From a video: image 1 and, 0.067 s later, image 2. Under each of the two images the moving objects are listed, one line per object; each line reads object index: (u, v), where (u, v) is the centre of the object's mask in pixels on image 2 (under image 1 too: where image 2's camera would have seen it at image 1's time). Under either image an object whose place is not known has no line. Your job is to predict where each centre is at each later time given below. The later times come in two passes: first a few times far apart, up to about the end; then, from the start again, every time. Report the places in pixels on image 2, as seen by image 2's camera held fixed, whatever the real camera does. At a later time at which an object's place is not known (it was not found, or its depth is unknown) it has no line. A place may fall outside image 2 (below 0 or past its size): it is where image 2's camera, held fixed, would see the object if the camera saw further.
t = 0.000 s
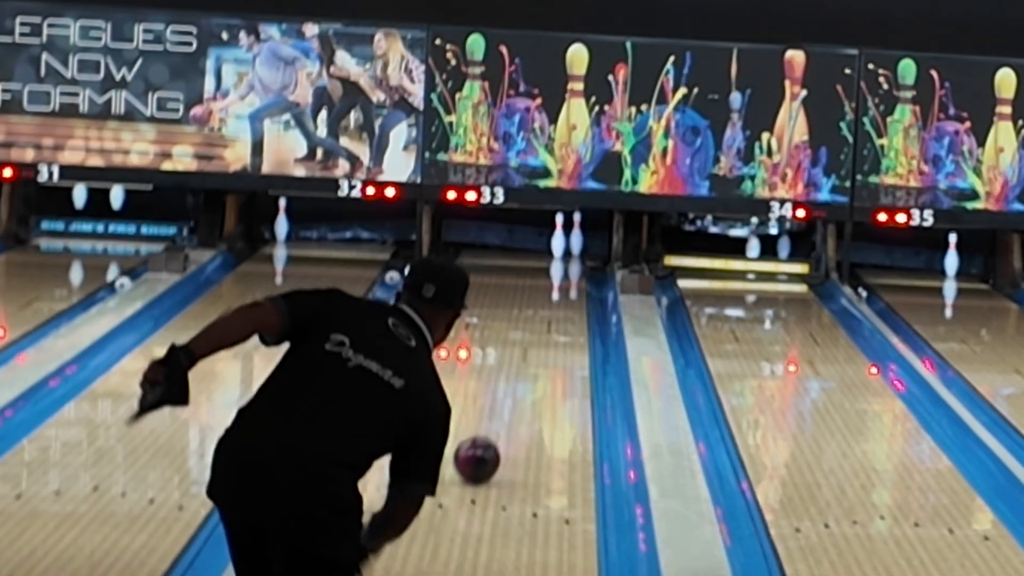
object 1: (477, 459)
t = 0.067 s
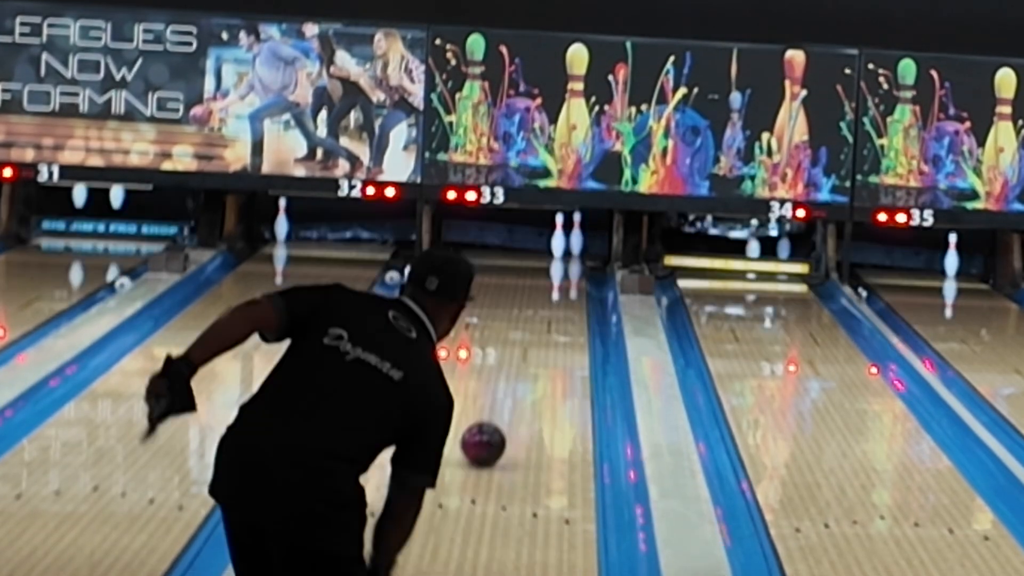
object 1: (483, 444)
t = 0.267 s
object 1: (500, 401)
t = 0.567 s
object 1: (519, 351)
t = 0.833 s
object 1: (532, 317)
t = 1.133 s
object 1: (542, 286)
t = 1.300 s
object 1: (546, 272)
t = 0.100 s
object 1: (486, 436)
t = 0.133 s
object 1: (489, 428)
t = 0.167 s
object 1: (492, 421)
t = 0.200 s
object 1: (495, 414)
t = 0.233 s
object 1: (497, 408)
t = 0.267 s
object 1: (500, 401)
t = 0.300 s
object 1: (503, 395)
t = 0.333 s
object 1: (505, 389)
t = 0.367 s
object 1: (507, 382)
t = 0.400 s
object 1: (509, 377)
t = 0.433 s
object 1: (512, 371)
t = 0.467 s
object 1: (514, 366)
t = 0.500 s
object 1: (516, 361)
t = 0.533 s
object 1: (518, 356)
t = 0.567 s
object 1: (519, 351)
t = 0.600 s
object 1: (521, 346)
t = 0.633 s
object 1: (523, 341)
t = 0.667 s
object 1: (524, 337)
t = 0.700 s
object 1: (526, 333)
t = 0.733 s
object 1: (528, 329)
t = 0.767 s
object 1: (529, 325)
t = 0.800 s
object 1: (530, 320)
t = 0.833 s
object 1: (532, 317)
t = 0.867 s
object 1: (533, 313)
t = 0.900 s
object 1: (535, 309)
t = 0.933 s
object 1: (536, 306)
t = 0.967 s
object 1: (537, 302)
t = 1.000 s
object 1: (538, 299)
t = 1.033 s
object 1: (539, 296)
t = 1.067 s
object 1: (540, 293)
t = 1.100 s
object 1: (541, 290)
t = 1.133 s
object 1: (542, 286)
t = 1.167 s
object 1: (542, 283)
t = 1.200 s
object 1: (544, 281)
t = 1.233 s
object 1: (545, 278)
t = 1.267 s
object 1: (546, 274)
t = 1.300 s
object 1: (546, 272)
